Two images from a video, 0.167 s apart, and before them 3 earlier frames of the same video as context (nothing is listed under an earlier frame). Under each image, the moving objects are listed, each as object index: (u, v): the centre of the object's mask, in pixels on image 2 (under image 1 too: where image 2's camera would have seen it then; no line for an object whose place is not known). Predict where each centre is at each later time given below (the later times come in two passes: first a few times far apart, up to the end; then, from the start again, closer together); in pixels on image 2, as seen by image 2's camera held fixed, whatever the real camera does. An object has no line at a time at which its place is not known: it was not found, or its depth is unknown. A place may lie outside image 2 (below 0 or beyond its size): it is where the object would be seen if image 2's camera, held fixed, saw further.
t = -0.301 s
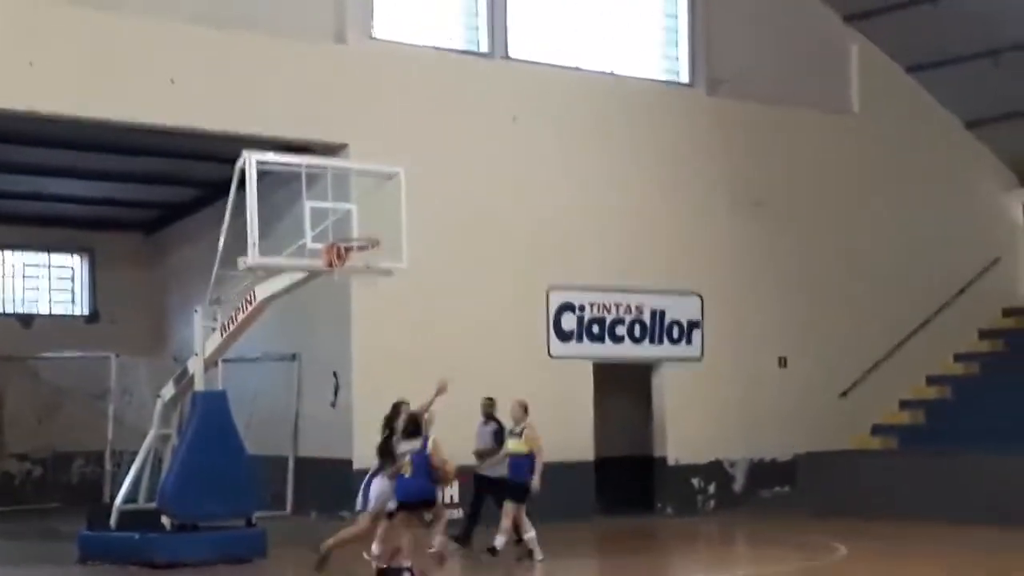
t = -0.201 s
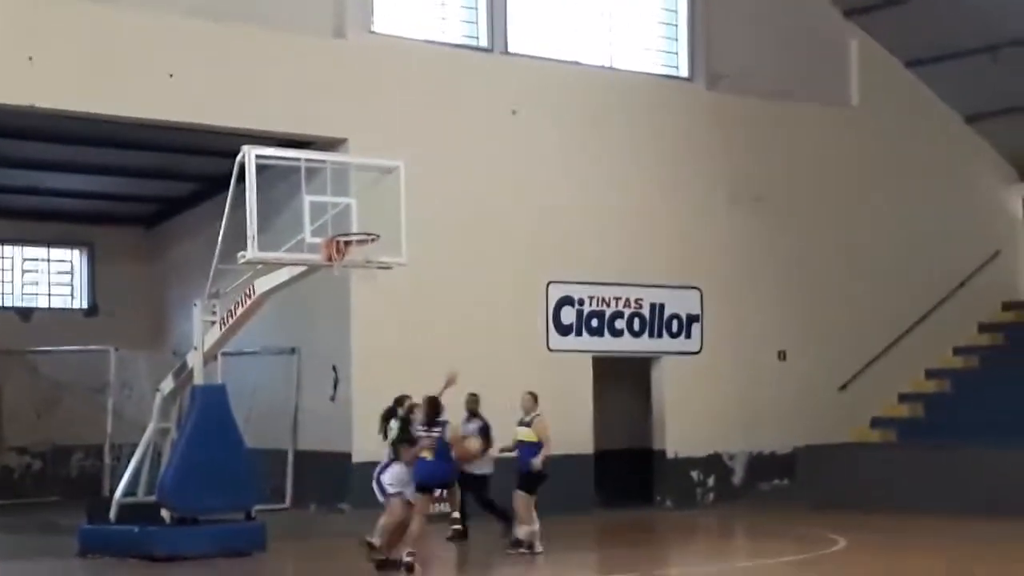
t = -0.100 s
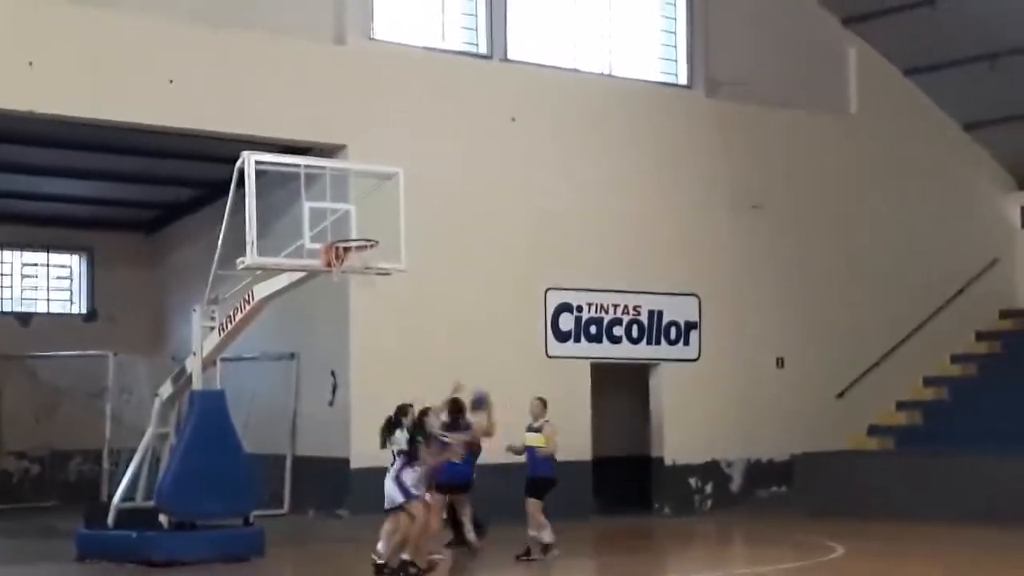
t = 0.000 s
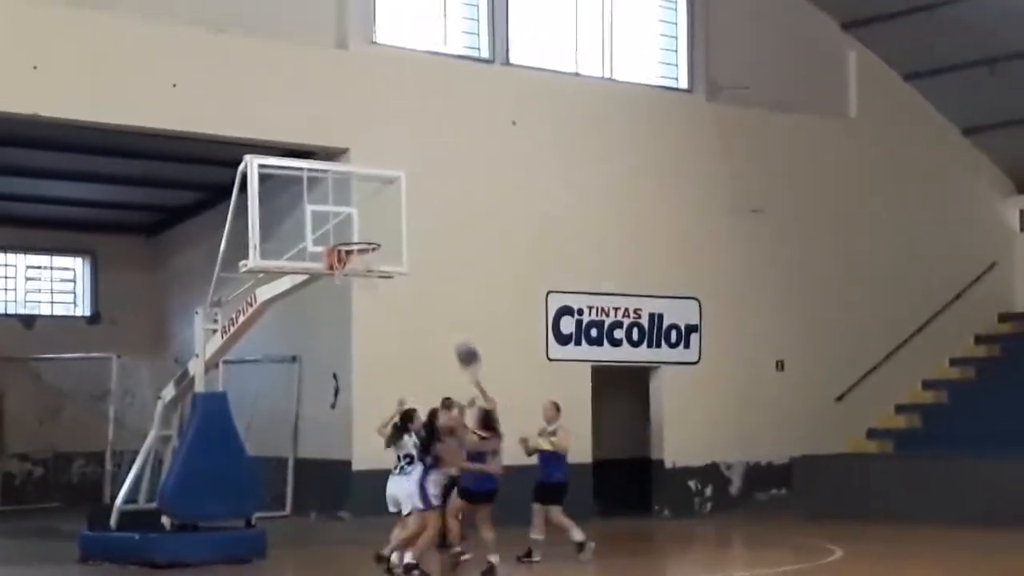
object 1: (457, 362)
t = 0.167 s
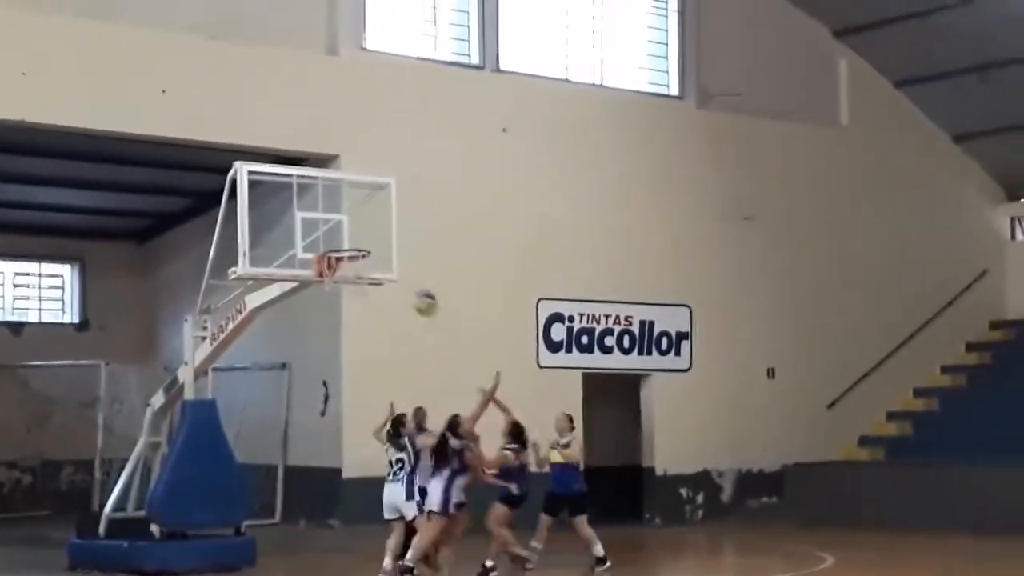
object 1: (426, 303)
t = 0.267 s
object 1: (406, 281)
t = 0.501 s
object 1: (361, 267)
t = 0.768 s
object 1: (308, 323)
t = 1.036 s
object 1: (253, 455)
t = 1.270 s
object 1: (220, 551)
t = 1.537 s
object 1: (203, 440)
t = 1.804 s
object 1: (189, 407)
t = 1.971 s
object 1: (177, 429)
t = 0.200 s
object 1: (420, 295)
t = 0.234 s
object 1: (413, 287)
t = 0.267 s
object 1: (406, 281)
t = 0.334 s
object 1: (393, 271)
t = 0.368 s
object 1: (386, 267)
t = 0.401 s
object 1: (379, 267)
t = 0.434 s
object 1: (373, 266)
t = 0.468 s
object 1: (367, 266)
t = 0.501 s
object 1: (361, 267)
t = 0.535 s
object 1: (357, 270)
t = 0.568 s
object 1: (345, 276)
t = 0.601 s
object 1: (341, 281)
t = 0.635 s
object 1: (335, 287)
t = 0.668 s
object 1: (328, 292)
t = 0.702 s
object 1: (321, 301)
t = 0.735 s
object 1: (314, 311)
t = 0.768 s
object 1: (308, 323)
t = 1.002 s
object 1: (262, 430)
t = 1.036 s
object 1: (253, 455)
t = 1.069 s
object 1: (249, 478)
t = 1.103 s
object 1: (243, 498)
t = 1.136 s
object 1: (236, 518)
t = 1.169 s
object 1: (228, 544)
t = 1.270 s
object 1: (220, 551)
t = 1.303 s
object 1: (217, 537)
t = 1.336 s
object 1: (213, 516)
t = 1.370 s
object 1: (211, 502)
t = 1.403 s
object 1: (210, 485)
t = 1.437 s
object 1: (208, 472)
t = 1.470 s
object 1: (206, 460)
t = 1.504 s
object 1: (205, 449)
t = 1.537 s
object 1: (203, 440)
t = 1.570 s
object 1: (200, 432)
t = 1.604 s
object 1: (198, 423)
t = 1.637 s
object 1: (195, 418)
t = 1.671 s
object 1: (195, 414)
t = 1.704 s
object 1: (194, 410)
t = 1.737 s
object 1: (191, 408)
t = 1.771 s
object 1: (190, 408)
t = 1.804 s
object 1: (189, 407)
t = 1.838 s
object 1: (188, 407)
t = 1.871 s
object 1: (184, 411)
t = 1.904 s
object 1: (177, 417)
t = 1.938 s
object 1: (177, 423)
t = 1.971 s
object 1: (177, 429)
